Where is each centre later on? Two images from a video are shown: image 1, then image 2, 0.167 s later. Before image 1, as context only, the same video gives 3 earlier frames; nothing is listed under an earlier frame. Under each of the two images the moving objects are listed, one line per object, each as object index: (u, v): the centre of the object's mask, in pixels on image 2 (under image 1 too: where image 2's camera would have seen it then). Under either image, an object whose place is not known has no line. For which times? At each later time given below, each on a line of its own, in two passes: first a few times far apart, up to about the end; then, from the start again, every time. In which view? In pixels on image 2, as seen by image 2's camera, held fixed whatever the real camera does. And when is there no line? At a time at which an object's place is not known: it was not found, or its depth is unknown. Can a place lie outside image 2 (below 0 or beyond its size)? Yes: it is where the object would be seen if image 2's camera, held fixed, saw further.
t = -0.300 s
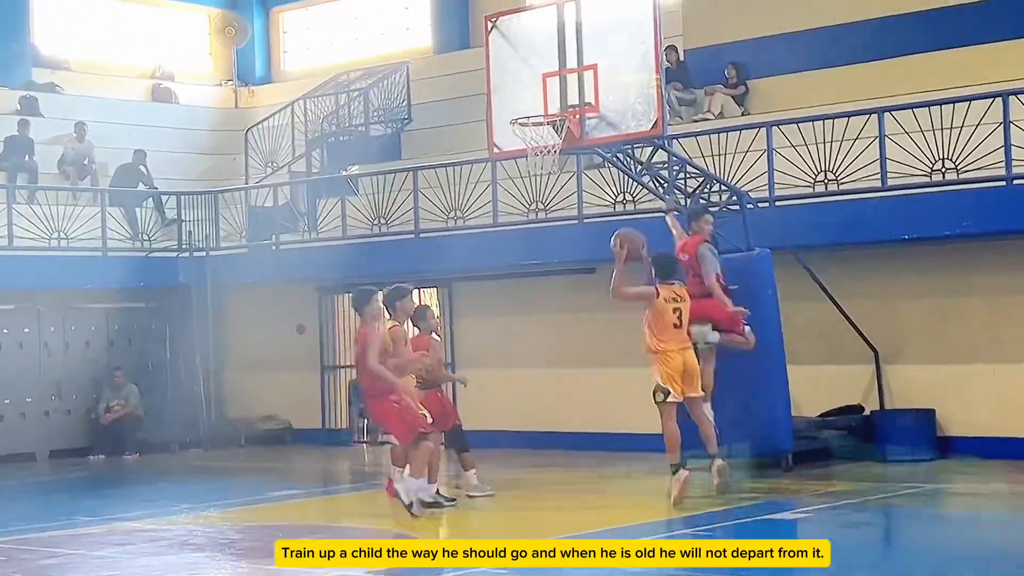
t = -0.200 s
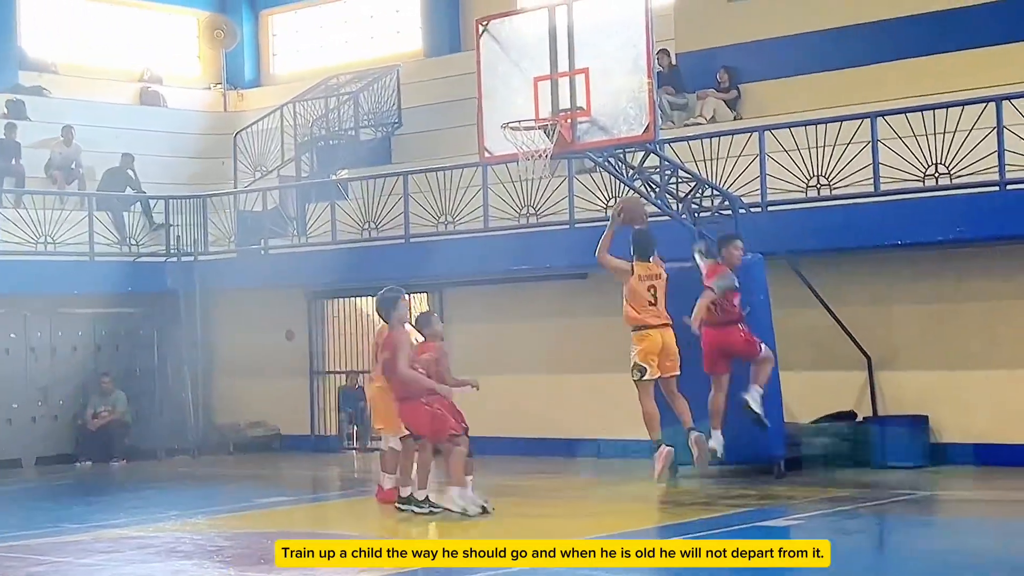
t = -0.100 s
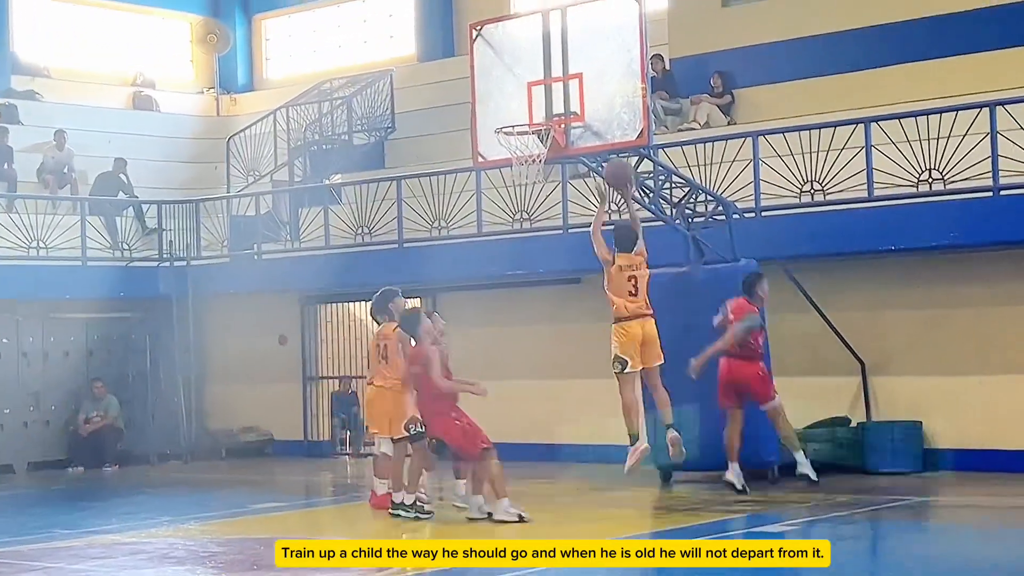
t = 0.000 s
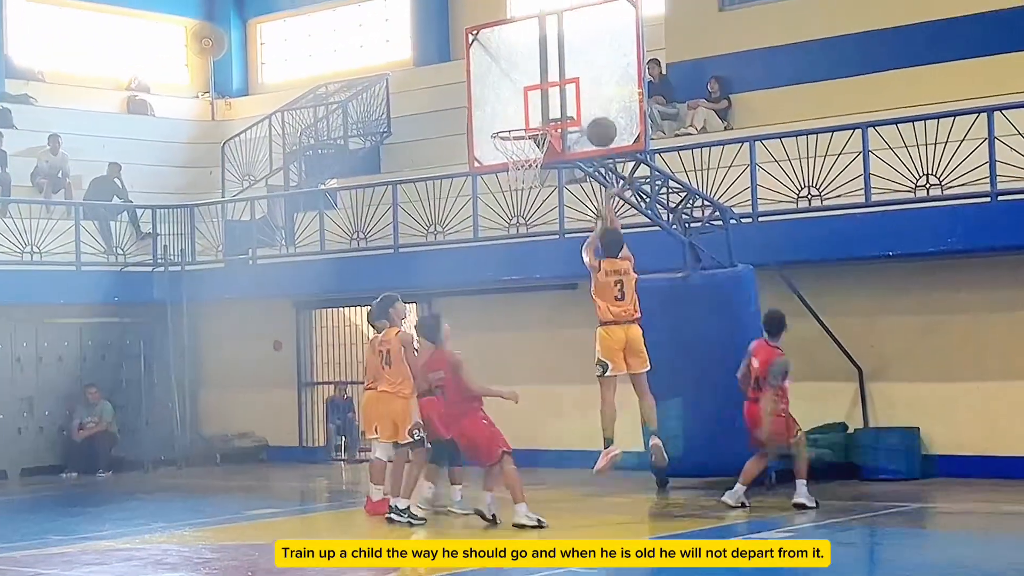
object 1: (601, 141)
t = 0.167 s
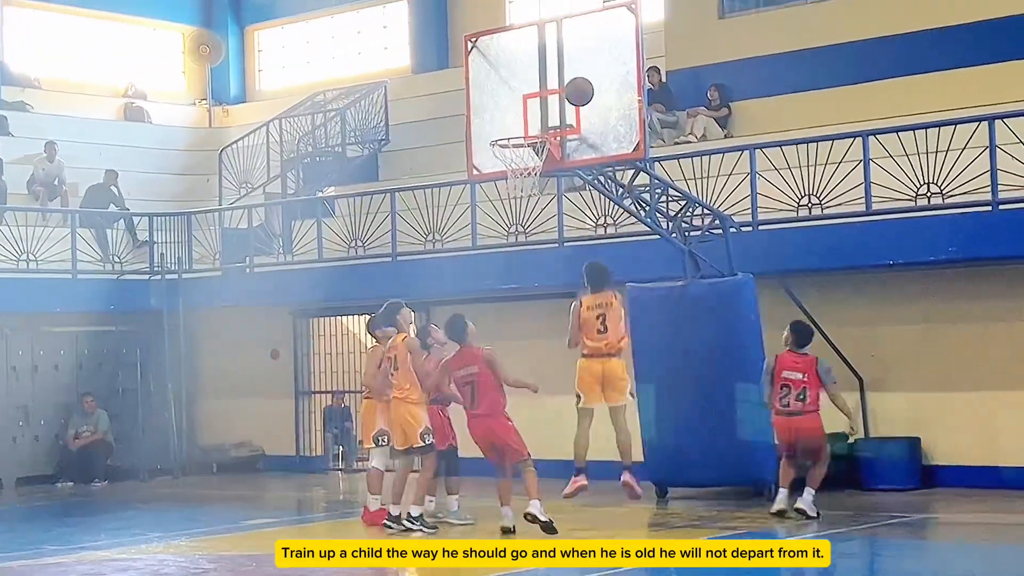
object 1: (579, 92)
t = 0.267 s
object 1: (565, 81)
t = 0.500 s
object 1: (517, 106)
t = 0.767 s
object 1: (532, 143)
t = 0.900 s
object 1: (515, 169)
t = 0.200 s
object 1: (576, 87)
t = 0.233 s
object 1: (572, 83)
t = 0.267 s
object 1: (565, 81)
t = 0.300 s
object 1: (556, 81)
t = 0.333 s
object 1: (550, 81)
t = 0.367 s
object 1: (544, 83)
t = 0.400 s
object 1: (537, 87)
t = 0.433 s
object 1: (531, 92)
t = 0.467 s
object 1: (524, 99)
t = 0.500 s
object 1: (517, 106)
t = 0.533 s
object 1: (510, 116)
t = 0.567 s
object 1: (503, 125)
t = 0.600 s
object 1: (501, 132)
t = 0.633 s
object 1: (508, 131)
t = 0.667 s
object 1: (516, 131)
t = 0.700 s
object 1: (524, 135)
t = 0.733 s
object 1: (532, 139)
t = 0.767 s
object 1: (532, 143)
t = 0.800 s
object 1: (528, 147)
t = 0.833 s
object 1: (521, 153)
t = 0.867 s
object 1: (518, 160)
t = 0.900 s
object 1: (515, 169)
